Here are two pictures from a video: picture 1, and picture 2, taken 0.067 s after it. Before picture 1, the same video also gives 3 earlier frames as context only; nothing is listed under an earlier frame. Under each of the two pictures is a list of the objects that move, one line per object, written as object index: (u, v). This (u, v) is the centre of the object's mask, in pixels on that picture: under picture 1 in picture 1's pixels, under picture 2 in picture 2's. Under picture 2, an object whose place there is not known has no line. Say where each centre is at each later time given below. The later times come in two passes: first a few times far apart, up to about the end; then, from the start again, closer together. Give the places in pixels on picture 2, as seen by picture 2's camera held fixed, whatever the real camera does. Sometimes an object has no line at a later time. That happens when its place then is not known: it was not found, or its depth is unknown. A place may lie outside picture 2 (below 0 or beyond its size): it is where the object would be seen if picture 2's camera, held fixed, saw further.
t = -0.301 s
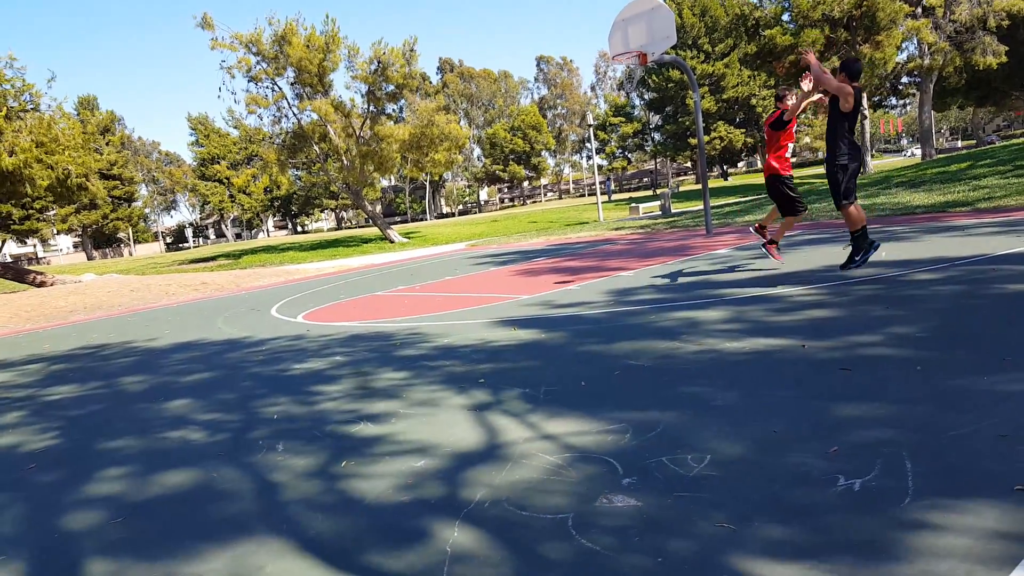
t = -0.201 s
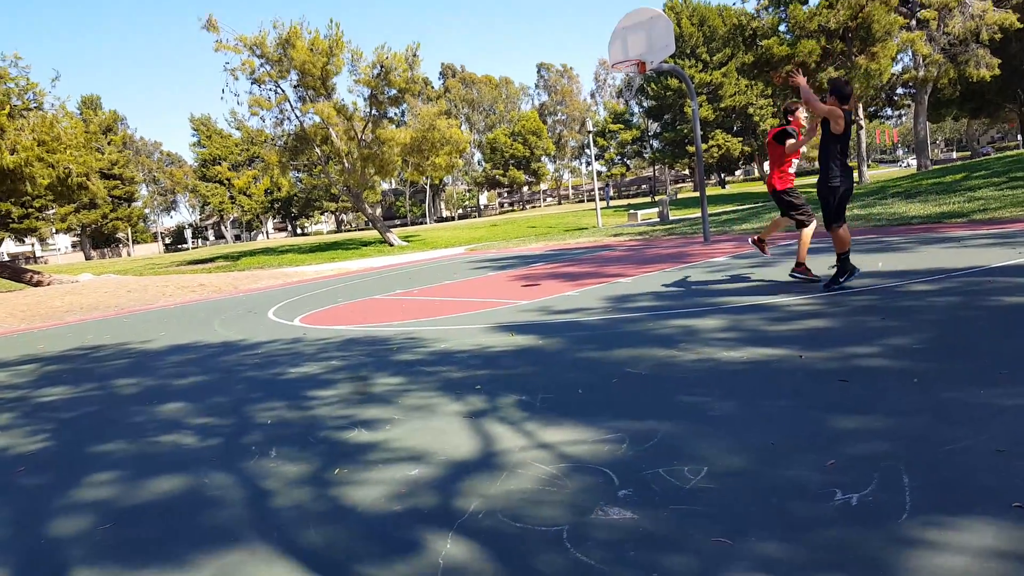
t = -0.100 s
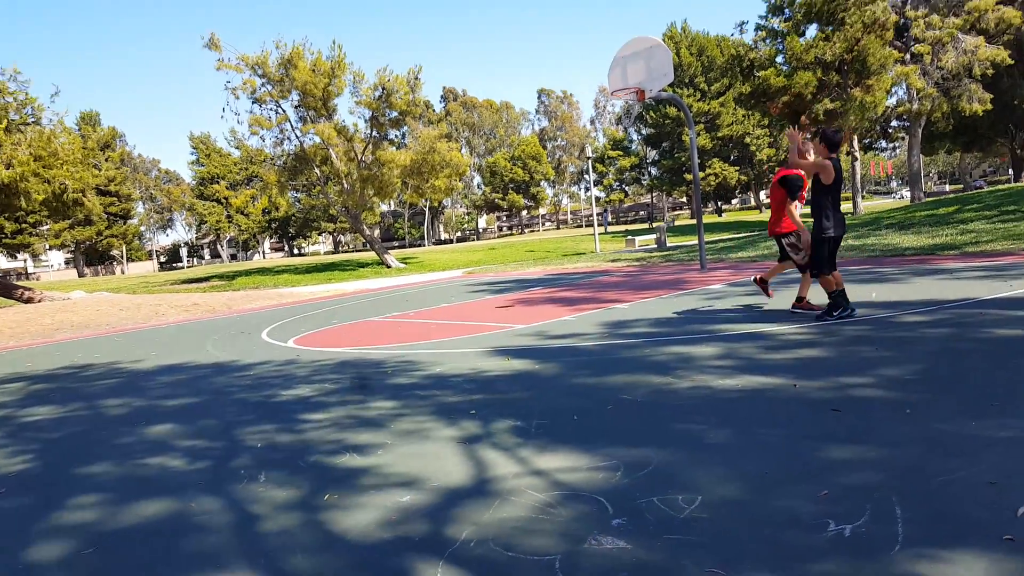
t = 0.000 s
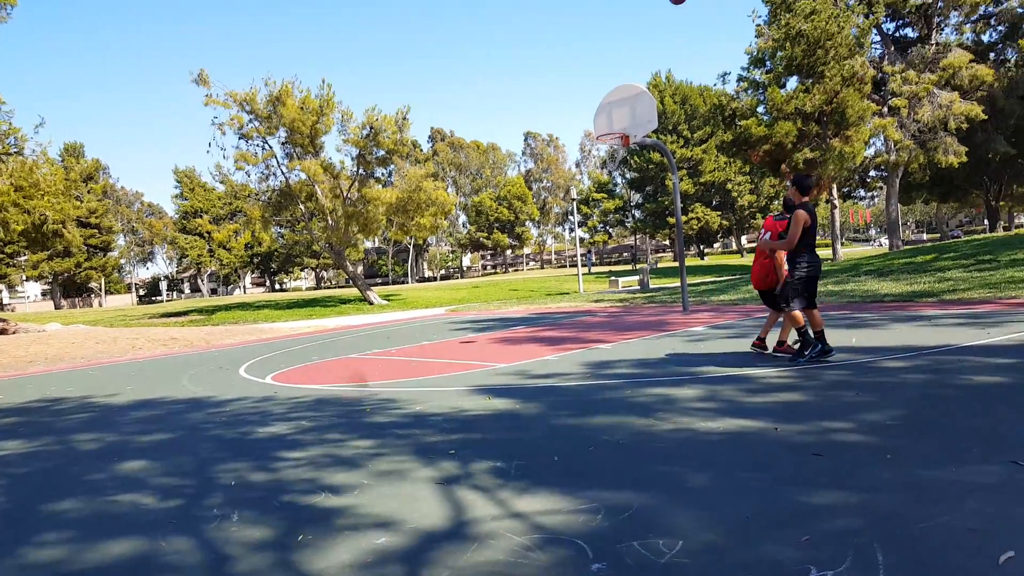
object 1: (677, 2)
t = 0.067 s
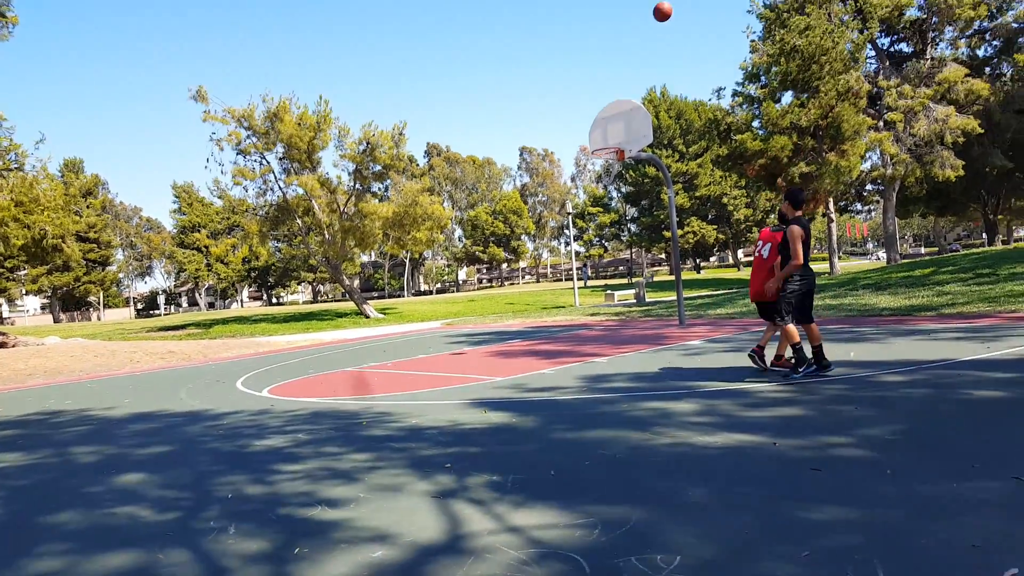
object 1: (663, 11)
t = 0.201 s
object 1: (645, 22)
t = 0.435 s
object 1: (625, 68)
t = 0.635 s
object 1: (611, 129)
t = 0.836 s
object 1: (604, 173)
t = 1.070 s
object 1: (607, 182)
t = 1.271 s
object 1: (611, 218)
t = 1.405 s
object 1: (615, 256)
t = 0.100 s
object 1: (658, 14)
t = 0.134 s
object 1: (653, 16)
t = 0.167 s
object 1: (648, 19)
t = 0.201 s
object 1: (645, 22)
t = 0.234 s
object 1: (641, 27)
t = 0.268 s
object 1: (638, 32)
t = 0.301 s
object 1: (635, 38)
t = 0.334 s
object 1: (632, 45)
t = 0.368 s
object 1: (629, 52)
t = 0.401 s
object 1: (627, 60)
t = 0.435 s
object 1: (625, 68)
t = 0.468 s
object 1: (622, 77)
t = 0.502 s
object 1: (620, 86)
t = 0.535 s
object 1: (618, 96)
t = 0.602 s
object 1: (613, 117)
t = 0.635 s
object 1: (611, 129)
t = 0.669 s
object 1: (609, 141)
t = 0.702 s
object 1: (607, 153)
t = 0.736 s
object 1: (606, 164)
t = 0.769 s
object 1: (603, 172)
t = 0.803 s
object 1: (603, 173)
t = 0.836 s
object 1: (604, 173)
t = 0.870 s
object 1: (604, 173)
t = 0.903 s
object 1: (604, 173)
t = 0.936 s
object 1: (605, 173)
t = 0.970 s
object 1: (606, 174)
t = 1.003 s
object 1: (606, 176)
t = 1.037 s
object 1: (607, 178)
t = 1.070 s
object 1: (607, 182)
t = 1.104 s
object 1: (608, 186)
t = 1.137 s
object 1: (608, 191)
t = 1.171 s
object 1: (608, 197)
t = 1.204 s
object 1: (609, 204)
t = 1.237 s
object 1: (610, 210)
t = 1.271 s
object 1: (611, 218)
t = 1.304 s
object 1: (612, 226)
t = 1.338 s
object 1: (613, 235)
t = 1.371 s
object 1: (614, 245)
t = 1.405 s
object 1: (615, 256)
